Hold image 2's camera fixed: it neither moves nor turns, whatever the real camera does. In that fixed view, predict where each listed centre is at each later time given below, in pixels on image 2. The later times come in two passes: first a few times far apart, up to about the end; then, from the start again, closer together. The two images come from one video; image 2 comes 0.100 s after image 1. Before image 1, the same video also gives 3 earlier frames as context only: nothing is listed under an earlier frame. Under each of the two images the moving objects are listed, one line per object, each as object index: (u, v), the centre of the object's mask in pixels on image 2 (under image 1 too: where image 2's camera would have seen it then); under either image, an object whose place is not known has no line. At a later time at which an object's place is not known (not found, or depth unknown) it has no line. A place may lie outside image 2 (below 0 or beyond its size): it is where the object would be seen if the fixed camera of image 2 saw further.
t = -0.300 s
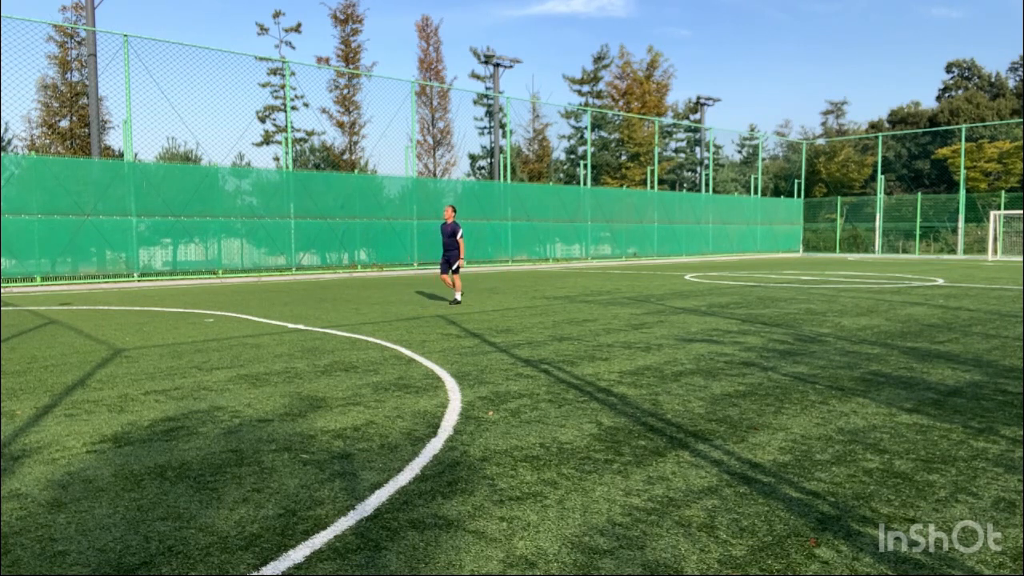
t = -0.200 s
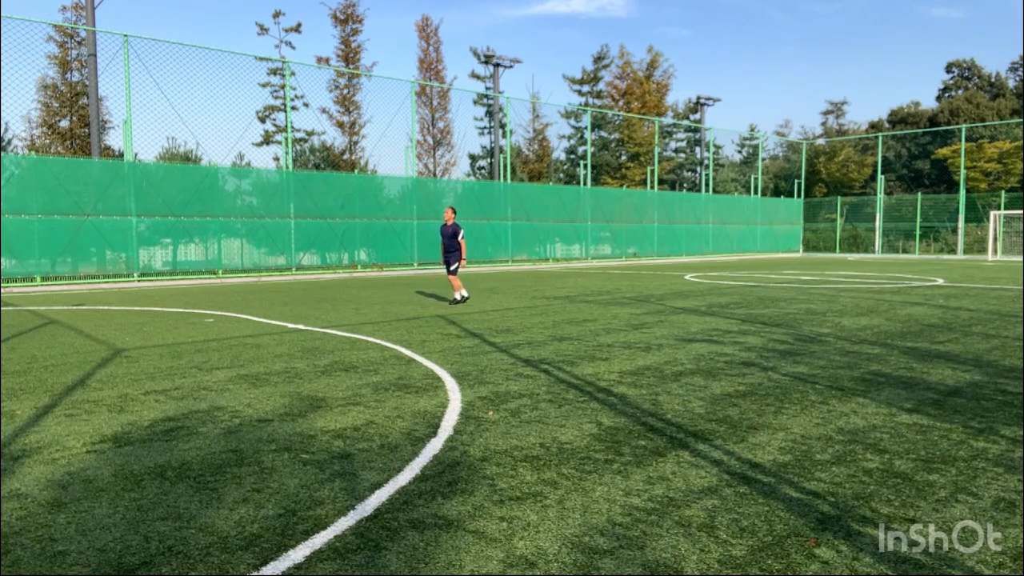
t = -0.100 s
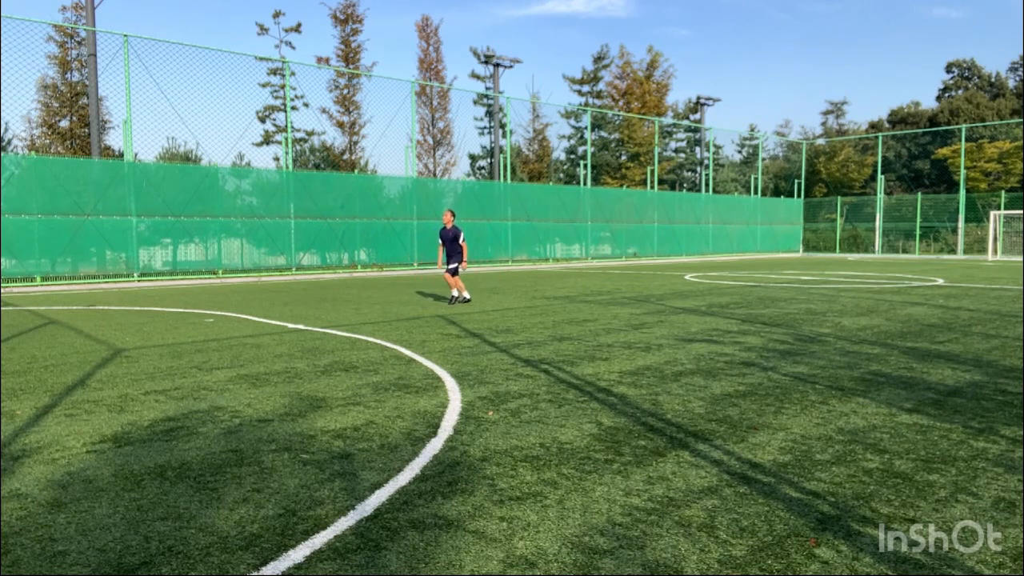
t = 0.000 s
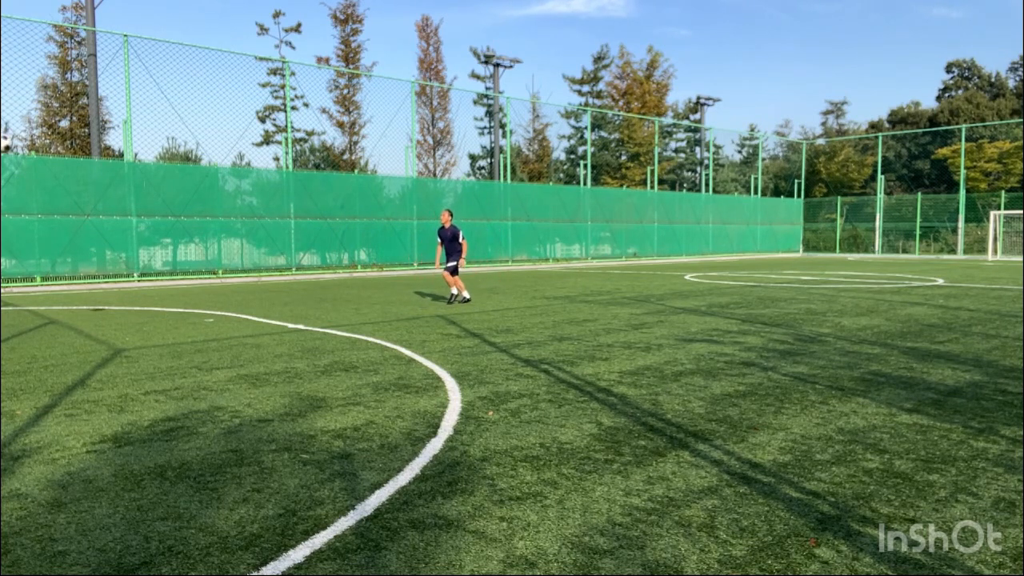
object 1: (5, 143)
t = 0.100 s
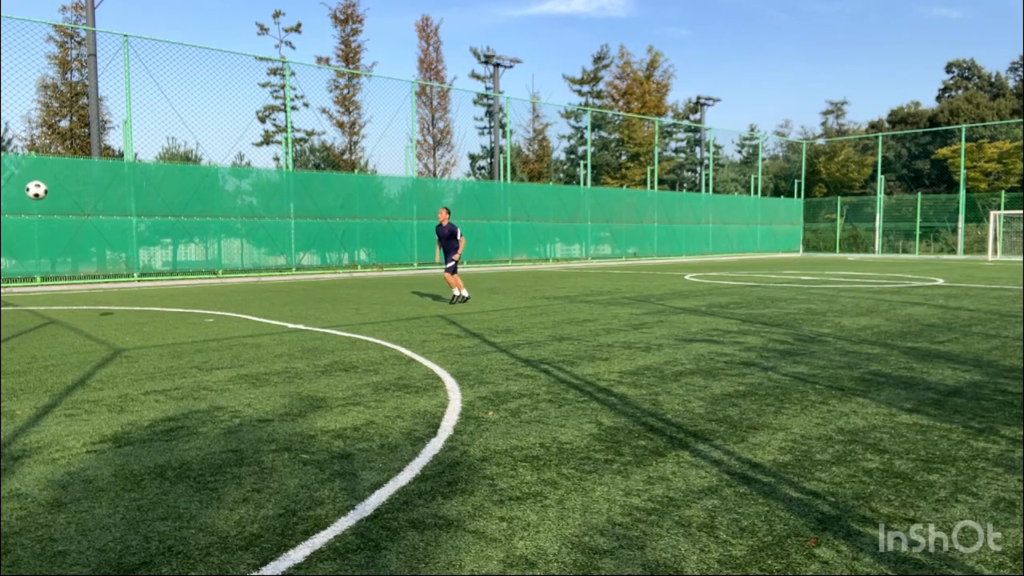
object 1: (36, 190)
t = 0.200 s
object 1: (70, 241)
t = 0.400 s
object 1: (120, 311)
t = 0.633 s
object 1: (118, 228)
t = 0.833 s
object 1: (117, 192)
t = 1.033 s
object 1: (117, 187)
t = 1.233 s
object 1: (118, 213)
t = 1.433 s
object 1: (121, 267)
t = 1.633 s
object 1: (117, 310)
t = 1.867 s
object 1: (83, 261)
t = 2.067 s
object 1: (53, 251)
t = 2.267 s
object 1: (26, 273)
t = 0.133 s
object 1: (48, 207)
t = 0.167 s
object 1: (59, 224)
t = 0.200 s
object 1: (70, 241)
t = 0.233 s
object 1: (81, 259)
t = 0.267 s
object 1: (92, 277)
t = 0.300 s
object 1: (102, 296)
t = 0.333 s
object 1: (112, 314)
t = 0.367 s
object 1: (121, 326)
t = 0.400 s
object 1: (120, 311)
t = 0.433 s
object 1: (120, 296)
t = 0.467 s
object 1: (120, 282)
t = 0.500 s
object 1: (119, 270)
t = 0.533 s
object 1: (119, 258)
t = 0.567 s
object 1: (119, 247)
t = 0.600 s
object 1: (118, 237)
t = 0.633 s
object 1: (118, 228)
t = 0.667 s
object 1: (118, 220)
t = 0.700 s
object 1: (117, 213)
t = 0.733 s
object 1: (117, 206)
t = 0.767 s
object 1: (117, 201)
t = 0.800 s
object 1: (117, 196)
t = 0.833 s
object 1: (117, 192)
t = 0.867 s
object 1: (117, 189)
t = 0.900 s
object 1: (116, 187)
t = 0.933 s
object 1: (116, 186)
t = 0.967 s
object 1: (116, 186)
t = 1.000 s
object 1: (117, 186)
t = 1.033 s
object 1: (117, 187)
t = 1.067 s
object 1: (117, 189)
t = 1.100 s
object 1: (117, 192)
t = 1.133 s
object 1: (117, 196)
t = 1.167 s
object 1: (118, 201)
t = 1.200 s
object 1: (118, 206)
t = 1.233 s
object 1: (118, 213)
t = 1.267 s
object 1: (119, 220)
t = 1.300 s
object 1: (119, 228)
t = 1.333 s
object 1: (120, 237)
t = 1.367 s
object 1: (120, 246)
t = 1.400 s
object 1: (121, 256)
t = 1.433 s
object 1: (121, 267)
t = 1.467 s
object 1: (122, 279)
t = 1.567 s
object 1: (125, 319)
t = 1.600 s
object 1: (122, 320)
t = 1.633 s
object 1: (117, 310)
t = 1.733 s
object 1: (103, 285)
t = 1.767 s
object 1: (97, 277)
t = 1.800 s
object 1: (93, 271)
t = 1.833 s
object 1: (87, 266)
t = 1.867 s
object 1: (83, 261)
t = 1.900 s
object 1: (78, 257)
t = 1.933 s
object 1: (73, 254)
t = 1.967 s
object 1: (68, 252)
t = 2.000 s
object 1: (63, 251)
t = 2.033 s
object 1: (58, 250)
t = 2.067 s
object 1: (53, 251)
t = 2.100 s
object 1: (49, 253)
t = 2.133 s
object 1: (44, 255)
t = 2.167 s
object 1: (39, 258)
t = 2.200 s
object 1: (34, 262)
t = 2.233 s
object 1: (30, 267)
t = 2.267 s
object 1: (26, 273)
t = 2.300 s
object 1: (21, 280)
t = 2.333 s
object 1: (16, 288)
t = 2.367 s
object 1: (11, 296)
